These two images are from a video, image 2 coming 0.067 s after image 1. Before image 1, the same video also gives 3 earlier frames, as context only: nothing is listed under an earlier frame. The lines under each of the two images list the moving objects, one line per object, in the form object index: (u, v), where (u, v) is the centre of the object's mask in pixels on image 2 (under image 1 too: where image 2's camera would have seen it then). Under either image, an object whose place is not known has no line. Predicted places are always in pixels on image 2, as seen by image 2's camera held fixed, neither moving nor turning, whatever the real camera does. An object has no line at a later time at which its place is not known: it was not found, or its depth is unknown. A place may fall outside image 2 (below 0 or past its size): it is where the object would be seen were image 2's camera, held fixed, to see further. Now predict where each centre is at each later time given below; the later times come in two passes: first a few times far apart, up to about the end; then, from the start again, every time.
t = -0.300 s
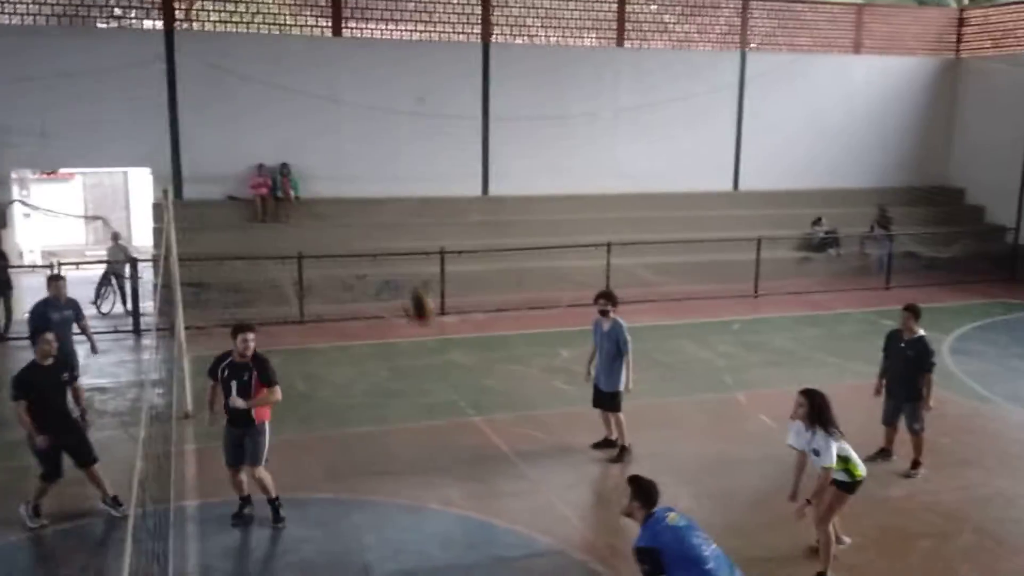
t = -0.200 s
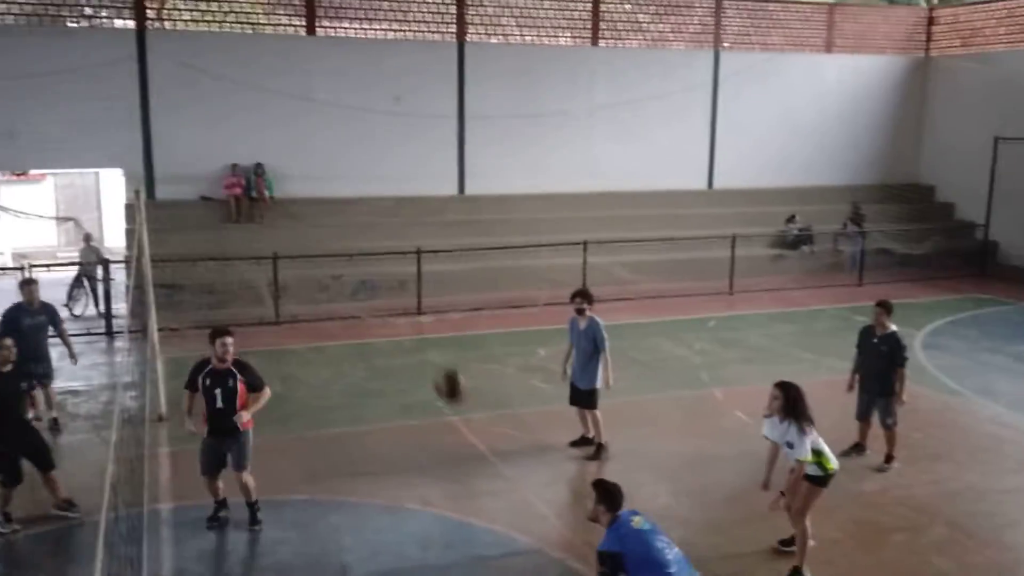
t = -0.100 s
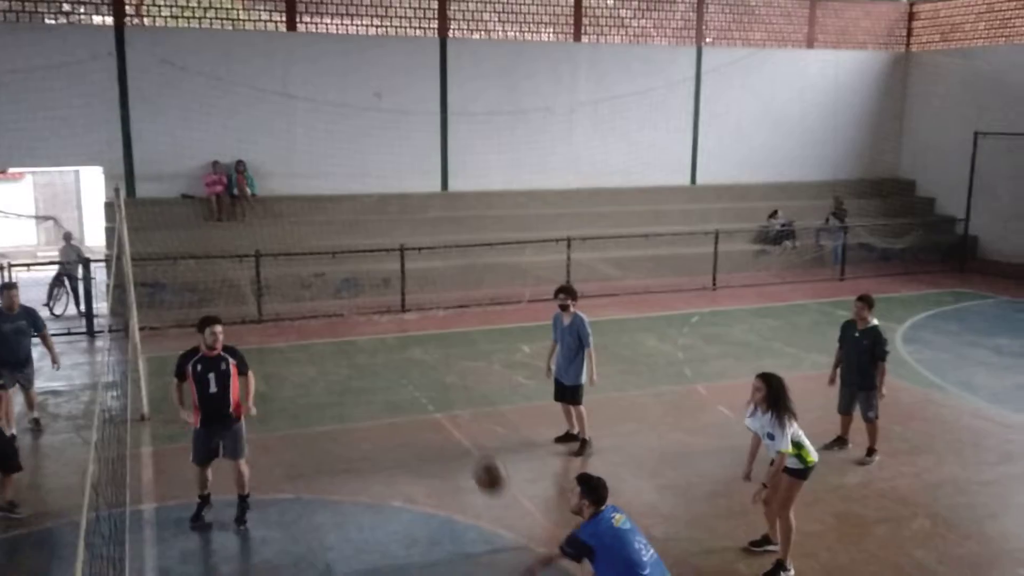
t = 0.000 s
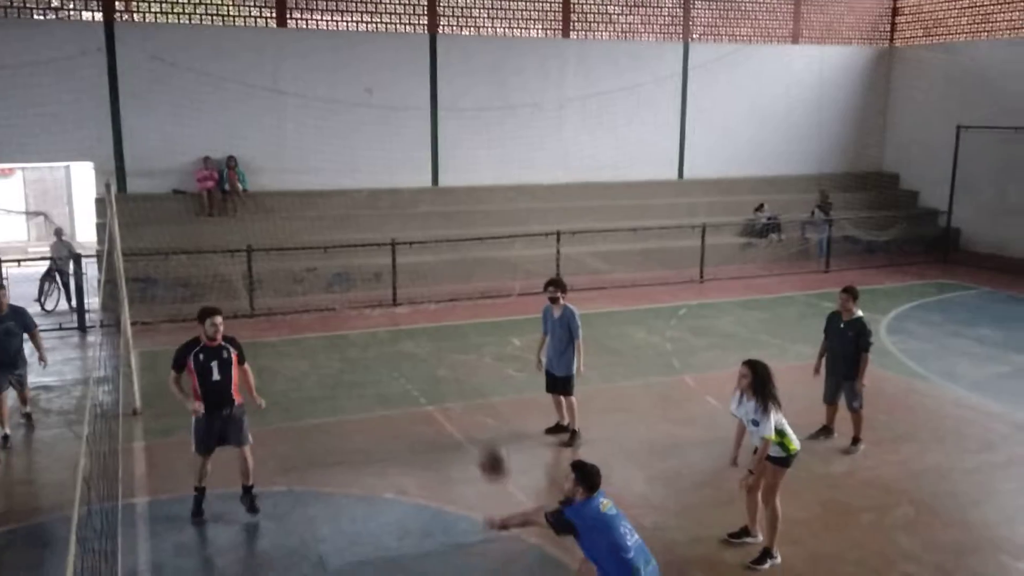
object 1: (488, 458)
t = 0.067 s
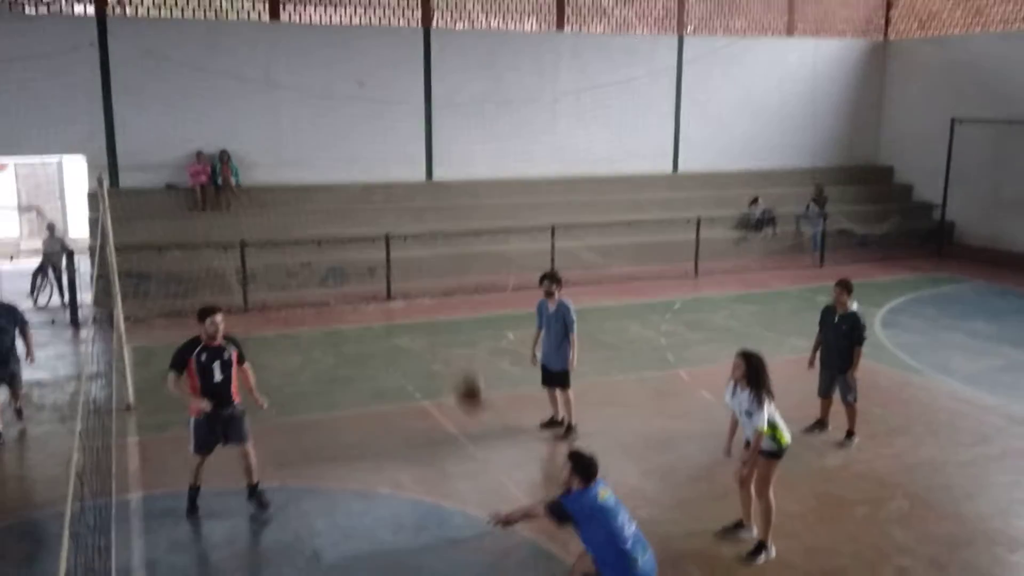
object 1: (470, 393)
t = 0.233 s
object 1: (425, 259)
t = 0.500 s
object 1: (356, 139)
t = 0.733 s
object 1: (303, 123)
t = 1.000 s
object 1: (251, 197)
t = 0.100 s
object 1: (461, 363)
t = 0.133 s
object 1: (453, 335)
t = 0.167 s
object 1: (443, 308)
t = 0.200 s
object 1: (434, 283)
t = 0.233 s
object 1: (425, 259)
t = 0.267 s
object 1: (417, 239)
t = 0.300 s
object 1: (408, 220)
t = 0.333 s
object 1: (399, 202)
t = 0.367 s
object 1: (390, 186)
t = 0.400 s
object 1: (382, 172)
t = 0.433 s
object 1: (373, 159)
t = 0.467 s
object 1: (365, 148)
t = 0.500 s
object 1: (356, 139)
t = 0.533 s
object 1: (348, 132)
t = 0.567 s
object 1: (340, 126)
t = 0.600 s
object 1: (332, 122)
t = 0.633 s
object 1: (325, 120)
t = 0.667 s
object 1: (317, 120)
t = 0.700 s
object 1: (310, 120)
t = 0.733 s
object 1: (303, 123)
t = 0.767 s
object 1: (295, 127)
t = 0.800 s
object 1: (289, 133)
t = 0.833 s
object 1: (282, 140)
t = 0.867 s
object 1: (275, 149)
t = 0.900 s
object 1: (269, 158)
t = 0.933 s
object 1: (262, 170)
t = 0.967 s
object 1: (255, 183)
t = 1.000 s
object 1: (251, 197)
